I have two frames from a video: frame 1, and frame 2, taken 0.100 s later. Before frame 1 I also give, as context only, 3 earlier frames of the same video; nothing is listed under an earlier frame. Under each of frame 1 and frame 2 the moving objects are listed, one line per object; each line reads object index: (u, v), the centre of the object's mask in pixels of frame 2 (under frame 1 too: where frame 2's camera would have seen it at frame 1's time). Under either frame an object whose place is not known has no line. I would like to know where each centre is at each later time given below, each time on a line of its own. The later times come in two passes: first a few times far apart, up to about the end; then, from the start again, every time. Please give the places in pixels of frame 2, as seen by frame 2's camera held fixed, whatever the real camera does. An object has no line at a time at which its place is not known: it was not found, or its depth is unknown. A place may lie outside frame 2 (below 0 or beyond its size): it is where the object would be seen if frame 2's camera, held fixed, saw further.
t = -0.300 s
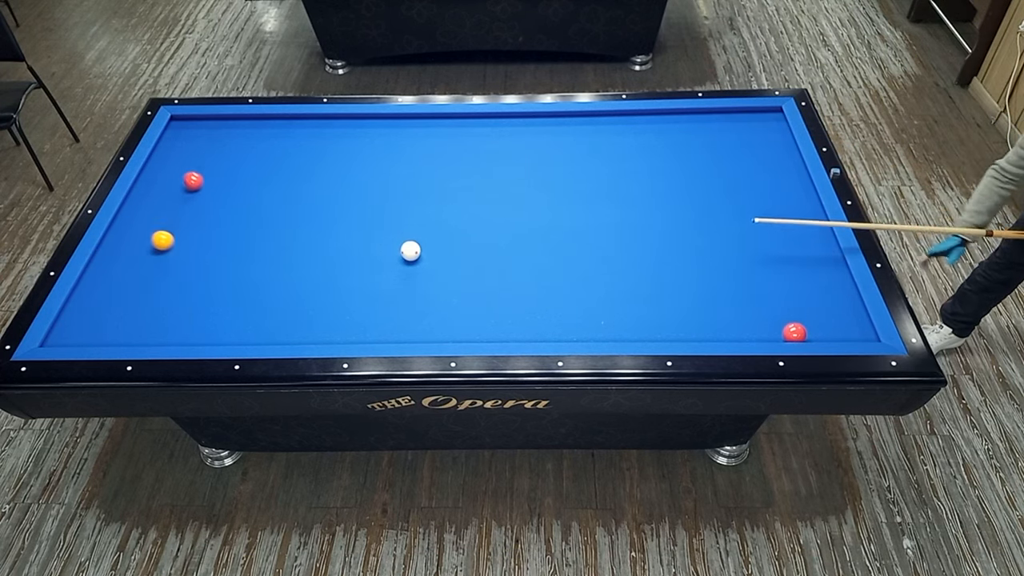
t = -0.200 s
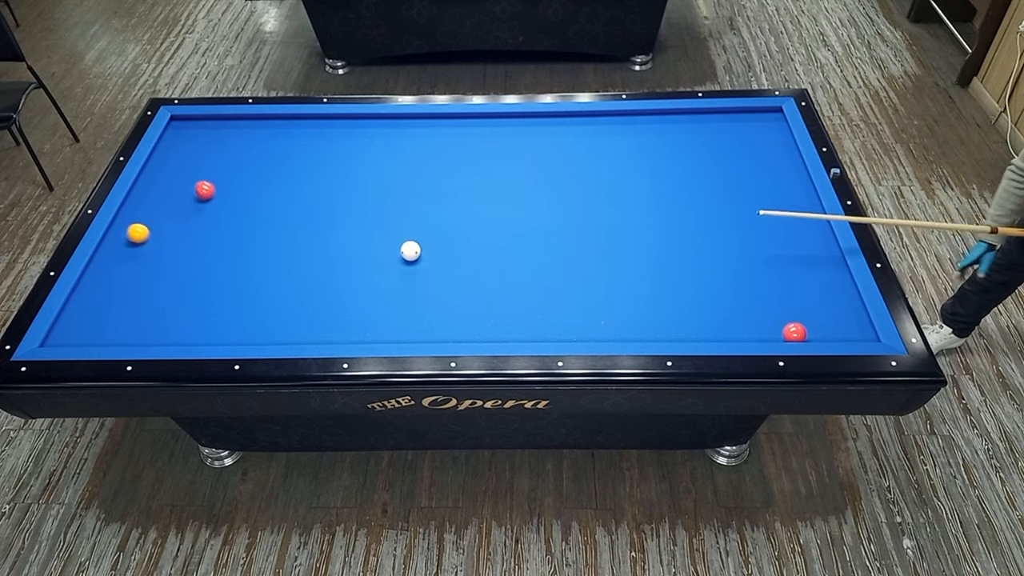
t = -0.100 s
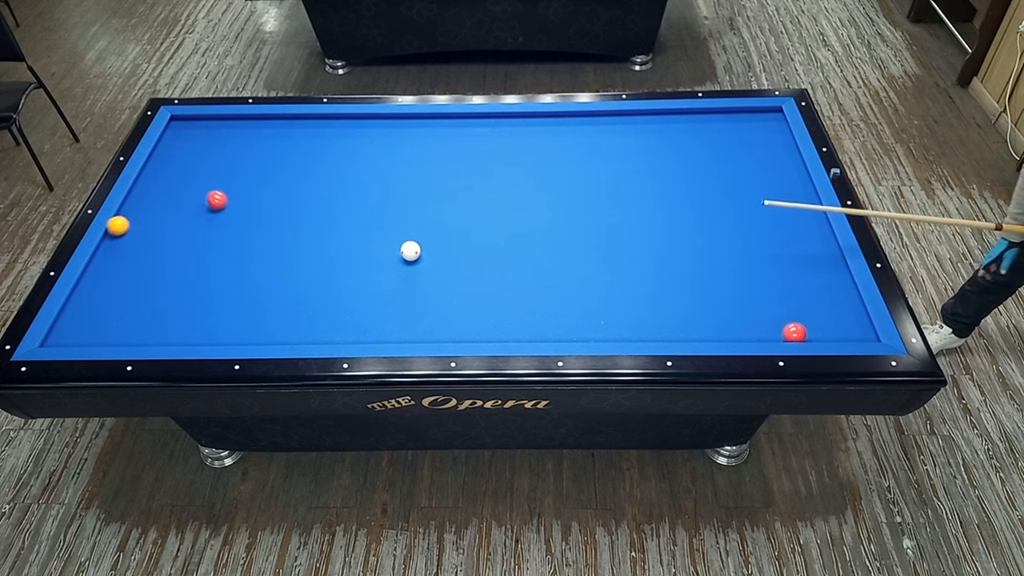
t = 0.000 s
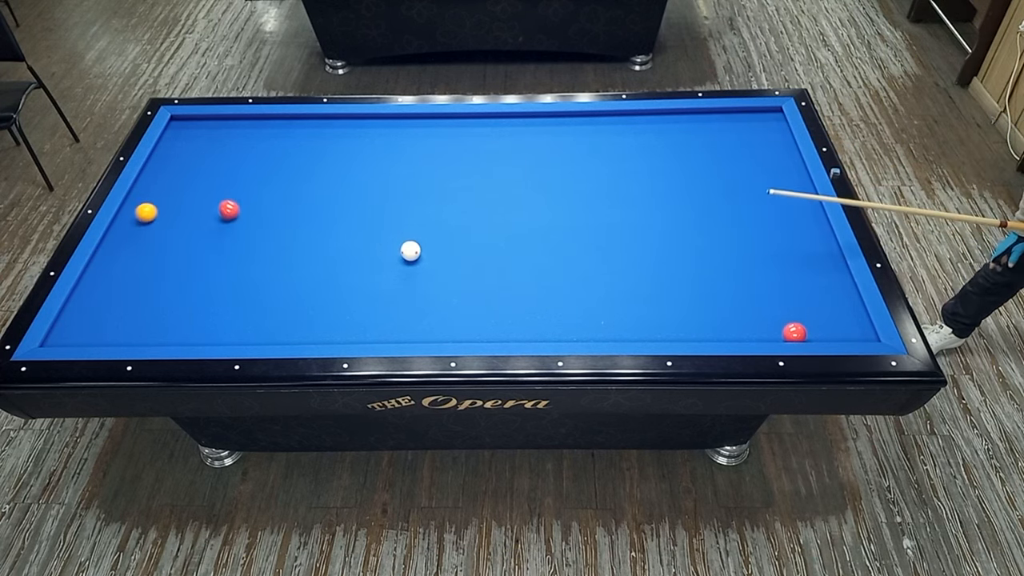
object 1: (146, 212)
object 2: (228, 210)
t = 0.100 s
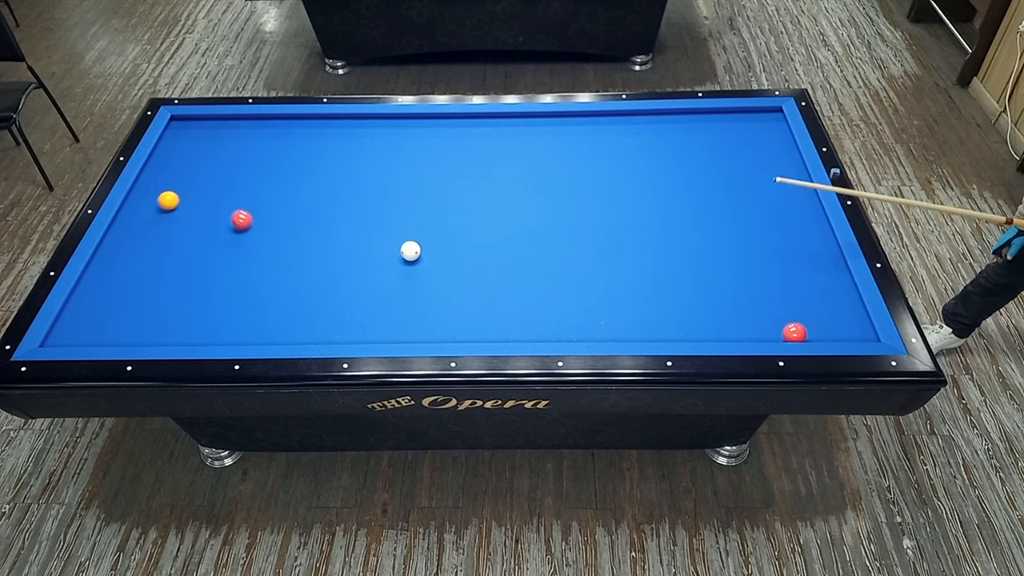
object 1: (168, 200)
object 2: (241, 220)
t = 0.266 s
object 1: (200, 182)
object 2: (262, 237)
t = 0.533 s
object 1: (247, 154)
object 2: (299, 266)
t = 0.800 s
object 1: (290, 129)
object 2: (338, 297)
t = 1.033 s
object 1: (322, 124)
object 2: (373, 326)
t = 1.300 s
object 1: (356, 137)
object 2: (419, 323)
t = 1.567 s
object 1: (391, 150)
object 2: (463, 305)
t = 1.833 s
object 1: (426, 164)
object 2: (504, 287)
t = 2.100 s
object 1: (462, 177)
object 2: (542, 270)
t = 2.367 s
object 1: (498, 191)
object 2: (579, 254)
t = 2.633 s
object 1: (536, 205)
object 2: (613, 239)
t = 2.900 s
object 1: (575, 220)
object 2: (645, 225)
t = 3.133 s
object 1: (609, 233)
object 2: (672, 213)
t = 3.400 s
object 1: (649, 248)
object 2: (702, 200)
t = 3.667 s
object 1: (691, 263)
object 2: (730, 188)
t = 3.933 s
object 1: (734, 279)
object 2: (756, 177)
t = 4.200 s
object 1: (778, 296)
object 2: (781, 166)
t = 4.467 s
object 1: (823, 313)
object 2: (785, 156)
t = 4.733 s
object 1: (862, 330)
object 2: (766, 147)
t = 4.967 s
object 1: (841, 328)
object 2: (750, 140)
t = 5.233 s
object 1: (816, 319)
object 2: (732, 132)
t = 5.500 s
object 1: (792, 310)
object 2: (717, 125)
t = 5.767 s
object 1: (770, 302)
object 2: (702, 119)
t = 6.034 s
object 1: (749, 294)
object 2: (688, 114)
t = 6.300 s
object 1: (729, 286)
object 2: (679, 118)
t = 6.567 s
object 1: (711, 279)
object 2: (671, 121)
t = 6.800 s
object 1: (697, 273)
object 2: (664, 124)
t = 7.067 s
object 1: (681, 267)
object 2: (656, 127)
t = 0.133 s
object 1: (175, 196)
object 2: (245, 223)
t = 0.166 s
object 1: (181, 193)
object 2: (250, 227)
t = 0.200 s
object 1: (187, 189)
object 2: (254, 230)
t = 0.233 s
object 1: (193, 185)
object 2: (258, 234)
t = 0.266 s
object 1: (200, 182)
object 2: (262, 237)
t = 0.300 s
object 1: (206, 178)
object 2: (267, 241)
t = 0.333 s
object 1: (212, 174)
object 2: (271, 244)
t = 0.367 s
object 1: (218, 171)
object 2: (276, 248)
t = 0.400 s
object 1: (224, 167)
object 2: (281, 252)
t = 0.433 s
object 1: (230, 164)
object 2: (285, 255)
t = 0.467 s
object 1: (236, 161)
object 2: (290, 259)
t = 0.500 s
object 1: (241, 157)
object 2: (294, 263)
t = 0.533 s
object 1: (247, 154)
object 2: (299, 266)
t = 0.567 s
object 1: (252, 151)
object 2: (304, 270)
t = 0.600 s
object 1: (258, 147)
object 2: (308, 274)
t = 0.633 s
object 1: (263, 145)
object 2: (313, 278)
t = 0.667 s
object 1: (269, 141)
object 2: (318, 281)
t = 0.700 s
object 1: (274, 138)
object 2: (323, 285)
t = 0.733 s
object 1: (279, 135)
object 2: (328, 289)
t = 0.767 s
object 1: (285, 132)
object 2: (333, 293)
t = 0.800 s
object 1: (290, 129)
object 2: (338, 297)
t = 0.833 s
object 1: (295, 126)
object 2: (343, 301)
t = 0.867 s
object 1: (300, 123)
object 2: (348, 305)
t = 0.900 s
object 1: (305, 121)
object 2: (352, 309)
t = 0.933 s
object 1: (309, 118)
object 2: (358, 313)
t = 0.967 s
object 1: (313, 120)
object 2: (363, 317)
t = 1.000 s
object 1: (318, 122)
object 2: (368, 321)
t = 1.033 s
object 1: (322, 124)
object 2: (373, 326)
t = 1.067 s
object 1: (326, 125)
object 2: (378, 330)
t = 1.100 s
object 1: (330, 127)
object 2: (384, 333)
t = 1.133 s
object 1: (335, 129)
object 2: (389, 335)
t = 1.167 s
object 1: (339, 130)
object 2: (395, 333)
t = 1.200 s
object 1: (343, 132)
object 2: (401, 331)
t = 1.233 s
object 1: (347, 134)
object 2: (407, 329)
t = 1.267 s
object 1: (352, 135)
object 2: (413, 327)
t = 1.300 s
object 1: (356, 137)
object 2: (419, 323)
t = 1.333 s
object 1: (360, 139)
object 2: (424, 321)
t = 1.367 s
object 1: (365, 140)
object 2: (430, 319)
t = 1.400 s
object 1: (369, 142)
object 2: (436, 317)
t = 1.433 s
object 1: (373, 143)
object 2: (441, 314)
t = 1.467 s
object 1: (378, 145)
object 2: (446, 312)
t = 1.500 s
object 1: (382, 147)
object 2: (452, 309)
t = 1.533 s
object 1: (386, 148)
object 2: (458, 307)
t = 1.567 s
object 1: (391, 150)
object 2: (463, 305)
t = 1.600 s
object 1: (395, 152)
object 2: (468, 302)
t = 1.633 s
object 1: (400, 154)
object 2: (473, 300)
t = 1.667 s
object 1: (404, 155)
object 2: (478, 298)
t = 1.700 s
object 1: (408, 157)
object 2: (484, 296)
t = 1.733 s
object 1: (413, 158)
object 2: (489, 294)
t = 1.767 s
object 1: (417, 160)
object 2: (494, 291)
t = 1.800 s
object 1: (422, 162)
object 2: (499, 289)
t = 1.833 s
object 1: (426, 164)
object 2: (504, 287)
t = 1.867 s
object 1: (431, 165)
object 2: (509, 285)
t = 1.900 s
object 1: (435, 167)
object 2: (514, 282)
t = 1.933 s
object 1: (439, 169)
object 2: (519, 280)
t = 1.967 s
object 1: (444, 170)
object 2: (523, 278)
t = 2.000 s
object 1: (448, 172)
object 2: (528, 276)
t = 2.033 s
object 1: (453, 174)
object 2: (533, 274)
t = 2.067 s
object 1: (458, 175)
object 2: (538, 272)
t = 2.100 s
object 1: (462, 177)
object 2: (542, 270)
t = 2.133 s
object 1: (467, 179)
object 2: (547, 268)
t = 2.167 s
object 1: (471, 181)
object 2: (552, 266)
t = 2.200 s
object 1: (476, 183)
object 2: (556, 264)
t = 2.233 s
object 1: (480, 184)
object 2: (561, 262)
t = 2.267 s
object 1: (485, 186)
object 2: (565, 260)
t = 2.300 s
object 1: (489, 188)
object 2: (570, 258)
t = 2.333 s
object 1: (494, 190)
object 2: (574, 256)
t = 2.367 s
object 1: (498, 191)
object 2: (579, 254)
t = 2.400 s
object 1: (503, 193)
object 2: (583, 253)
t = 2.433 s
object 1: (508, 195)
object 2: (587, 250)
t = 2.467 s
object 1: (513, 196)
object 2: (592, 248)
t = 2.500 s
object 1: (518, 198)
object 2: (596, 247)
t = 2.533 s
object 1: (522, 200)
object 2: (600, 245)
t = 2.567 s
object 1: (527, 202)
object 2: (604, 243)
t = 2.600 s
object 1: (532, 203)
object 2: (608, 241)
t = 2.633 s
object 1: (536, 205)
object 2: (613, 239)
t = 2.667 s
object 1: (541, 207)
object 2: (617, 238)
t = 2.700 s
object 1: (546, 209)
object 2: (621, 236)
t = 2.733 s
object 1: (551, 211)
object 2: (625, 234)
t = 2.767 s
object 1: (555, 213)
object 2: (629, 232)
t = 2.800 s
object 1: (560, 214)
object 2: (633, 231)
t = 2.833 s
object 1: (565, 216)
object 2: (637, 229)
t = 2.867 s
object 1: (570, 218)
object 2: (641, 227)
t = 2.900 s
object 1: (575, 220)
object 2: (645, 225)
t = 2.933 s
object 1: (579, 222)
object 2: (649, 223)
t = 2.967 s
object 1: (584, 223)
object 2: (653, 222)
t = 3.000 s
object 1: (589, 225)
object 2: (657, 220)
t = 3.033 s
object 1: (594, 227)
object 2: (661, 218)
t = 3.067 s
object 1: (599, 229)
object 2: (665, 217)
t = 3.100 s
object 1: (604, 231)
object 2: (668, 215)
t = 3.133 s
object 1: (609, 233)
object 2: (672, 213)
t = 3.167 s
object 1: (614, 234)
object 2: (676, 212)
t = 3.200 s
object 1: (619, 236)
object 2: (680, 210)
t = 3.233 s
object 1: (624, 239)
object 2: (684, 208)
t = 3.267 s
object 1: (629, 240)
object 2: (687, 207)
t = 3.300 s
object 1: (634, 242)
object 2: (691, 205)
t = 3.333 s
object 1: (639, 244)
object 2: (695, 204)
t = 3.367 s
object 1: (644, 246)
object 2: (698, 202)
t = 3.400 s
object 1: (649, 248)
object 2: (702, 200)
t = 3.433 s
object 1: (654, 250)
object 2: (706, 199)
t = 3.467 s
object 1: (660, 252)
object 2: (709, 197)
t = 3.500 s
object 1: (664, 254)
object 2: (713, 196)
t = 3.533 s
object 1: (670, 256)
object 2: (716, 194)
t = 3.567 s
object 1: (675, 258)
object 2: (720, 193)
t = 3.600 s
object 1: (680, 259)
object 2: (723, 191)
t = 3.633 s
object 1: (685, 261)
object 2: (726, 190)
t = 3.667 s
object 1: (691, 263)
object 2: (730, 188)
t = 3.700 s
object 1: (696, 265)
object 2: (733, 187)
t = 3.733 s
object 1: (702, 267)
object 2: (737, 185)
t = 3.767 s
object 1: (707, 269)
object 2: (740, 184)
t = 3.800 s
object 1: (712, 271)
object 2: (744, 182)
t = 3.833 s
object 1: (717, 273)
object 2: (747, 181)
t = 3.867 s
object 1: (723, 275)
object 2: (750, 179)
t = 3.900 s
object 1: (729, 277)
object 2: (753, 178)
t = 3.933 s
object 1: (734, 279)
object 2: (756, 177)
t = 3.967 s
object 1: (739, 281)
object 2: (760, 175)
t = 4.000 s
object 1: (745, 283)
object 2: (763, 174)
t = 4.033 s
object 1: (750, 286)
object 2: (766, 172)
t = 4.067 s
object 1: (756, 288)
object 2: (769, 171)
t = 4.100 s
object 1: (761, 290)
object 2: (772, 170)
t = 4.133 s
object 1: (767, 292)
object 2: (775, 169)
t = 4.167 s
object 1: (772, 294)
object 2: (778, 167)
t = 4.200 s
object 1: (778, 296)
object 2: (781, 166)
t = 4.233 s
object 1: (783, 298)
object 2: (784, 164)
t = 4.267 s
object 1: (789, 300)
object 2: (787, 163)
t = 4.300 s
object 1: (795, 302)
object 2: (790, 162)
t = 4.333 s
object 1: (800, 304)
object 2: (793, 160)
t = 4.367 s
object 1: (806, 306)
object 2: (793, 159)
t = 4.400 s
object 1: (812, 308)
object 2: (790, 158)
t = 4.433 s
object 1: (817, 311)
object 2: (788, 157)
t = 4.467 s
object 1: (823, 313)
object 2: (785, 156)
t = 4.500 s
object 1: (828, 315)
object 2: (783, 155)
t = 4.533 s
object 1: (834, 317)
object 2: (780, 153)
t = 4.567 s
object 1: (840, 319)
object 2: (778, 152)
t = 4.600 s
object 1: (845, 321)
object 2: (775, 151)
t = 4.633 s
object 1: (851, 324)
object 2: (773, 150)
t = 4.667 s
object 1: (857, 326)
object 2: (770, 149)
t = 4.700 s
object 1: (863, 328)
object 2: (768, 148)
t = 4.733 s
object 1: (862, 330)
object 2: (766, 147)
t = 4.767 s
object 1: (860, 331)
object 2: (763, 146)
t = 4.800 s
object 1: (858, 333)
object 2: (761, 145)
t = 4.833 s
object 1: (855, 332)
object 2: (759, 144)
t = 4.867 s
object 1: (851, 331)
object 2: (756, 143)
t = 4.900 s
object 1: (848, 330)
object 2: (754, 142)
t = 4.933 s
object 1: (845, 329)
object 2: (752, 141)
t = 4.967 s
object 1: (841, 328)
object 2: (750, 140)
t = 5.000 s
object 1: (838, 328)
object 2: (747, 139)
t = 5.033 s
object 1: (835, 326)
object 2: (745, 138)
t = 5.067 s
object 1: (832, 325)
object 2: (743, 137)
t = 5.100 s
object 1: (828, 324)
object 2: (741, 136)
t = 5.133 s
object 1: (825, 323)
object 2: (739, 135)
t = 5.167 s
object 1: (822, 321)
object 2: (736, 134)
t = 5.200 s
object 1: (819, 320)
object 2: (734, 133)
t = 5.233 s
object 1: (816, 319)
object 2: (732, 132)
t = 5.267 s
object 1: (813, 318)
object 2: (730, 131)
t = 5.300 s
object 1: (810, 316)
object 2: (728, 130)
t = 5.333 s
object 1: (807, 315)
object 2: (726, 130)
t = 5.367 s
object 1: (804, 314)
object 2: (724, 129)
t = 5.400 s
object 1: (801, 313)
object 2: (722, 128)
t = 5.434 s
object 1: (798, 312)
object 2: (720, 127)
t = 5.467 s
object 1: (795, 311)
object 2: (718, 126)
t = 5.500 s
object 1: (792, 310)
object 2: (717, 125)
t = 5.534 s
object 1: (789, 309)
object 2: (715, 124)
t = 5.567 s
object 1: (787, 308)
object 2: (713, 124)
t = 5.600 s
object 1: (784, 307)
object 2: (711, 123)
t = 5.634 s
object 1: (781, 306)
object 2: (709, 122)
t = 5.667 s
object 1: (778, 305)
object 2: (707, 121)
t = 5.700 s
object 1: (775, 304)
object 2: (705, 120)
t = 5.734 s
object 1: (772, 303)
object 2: (703, 119)
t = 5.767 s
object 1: (770, 302)
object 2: (702, 119)
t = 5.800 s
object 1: (767, 301)
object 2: (700, 118)
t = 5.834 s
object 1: (764, 300)
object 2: (698, 117)
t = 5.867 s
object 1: (762, 299)
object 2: (696, 116)
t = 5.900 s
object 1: (759, 298)
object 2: (694, 115)
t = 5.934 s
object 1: (756, 297)
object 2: (693, 114)
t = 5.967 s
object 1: (754, 296)
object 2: (691, 114)
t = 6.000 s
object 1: (751, 295)
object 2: (689, 113)
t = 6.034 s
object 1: (749, 294)
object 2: (688, 114)
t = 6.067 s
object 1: (746, 292)
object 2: (687, 114)
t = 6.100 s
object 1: (744, 291)
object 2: (686, 115)
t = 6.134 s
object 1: (741, 291)
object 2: (685, 115)
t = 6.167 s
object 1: (739, 290)
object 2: (684, 116)
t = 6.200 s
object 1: (736, 289)
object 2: (683, 116)
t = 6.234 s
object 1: (734, 288)
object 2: (682, 117)
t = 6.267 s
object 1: (732, 287)
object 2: (680, 117)
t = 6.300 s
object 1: (729, 286)
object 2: (679, 118)
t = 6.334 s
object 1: (727, 285)
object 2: (678, 118)
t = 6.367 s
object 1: (725, 284)
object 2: (677, 119)
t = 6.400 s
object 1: (723, 283)
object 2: (676, 119)
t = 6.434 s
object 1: (720, 282)
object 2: (675, 119)
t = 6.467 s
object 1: (718, 281)
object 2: (674, 120)
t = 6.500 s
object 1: (716, 281)
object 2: (673, 120)
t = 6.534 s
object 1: (714, 280)
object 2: (672, 121)
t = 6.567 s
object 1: (711, 279)
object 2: (671, 121)
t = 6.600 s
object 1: (709, 278)
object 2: (670, 122)
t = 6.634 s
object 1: (707, 278)
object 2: (669, 122)
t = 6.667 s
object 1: (705, 277)
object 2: (668, 122)
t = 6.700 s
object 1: (703, 276)
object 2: (667, 123)
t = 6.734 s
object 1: (701, 275)
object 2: (666, 123)
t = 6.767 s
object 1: (699, 274)
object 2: (665, 124)
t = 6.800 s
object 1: (697, 273)
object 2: (664, 124)
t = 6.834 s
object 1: (694, 273)
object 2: (663, 124)
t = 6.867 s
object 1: (692, 272)
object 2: (662, 125)
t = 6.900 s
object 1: (690, 271)
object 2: (661, 125)
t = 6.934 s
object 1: (689, 270)
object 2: (660, 126)
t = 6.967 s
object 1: (686, 270)
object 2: (659, 126)
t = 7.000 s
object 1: (685, 269)
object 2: (659, 126)
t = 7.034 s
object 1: (683, 268)
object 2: (657, 127)
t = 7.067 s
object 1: (681, 267)
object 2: (656, 127)
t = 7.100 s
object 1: (679, 266)
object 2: (656, 127)
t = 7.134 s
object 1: (677, 266)
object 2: (655, 128)
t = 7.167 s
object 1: (675, 265)
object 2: (654, 128)
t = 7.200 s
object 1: (674, 264)
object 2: (653, 128)
